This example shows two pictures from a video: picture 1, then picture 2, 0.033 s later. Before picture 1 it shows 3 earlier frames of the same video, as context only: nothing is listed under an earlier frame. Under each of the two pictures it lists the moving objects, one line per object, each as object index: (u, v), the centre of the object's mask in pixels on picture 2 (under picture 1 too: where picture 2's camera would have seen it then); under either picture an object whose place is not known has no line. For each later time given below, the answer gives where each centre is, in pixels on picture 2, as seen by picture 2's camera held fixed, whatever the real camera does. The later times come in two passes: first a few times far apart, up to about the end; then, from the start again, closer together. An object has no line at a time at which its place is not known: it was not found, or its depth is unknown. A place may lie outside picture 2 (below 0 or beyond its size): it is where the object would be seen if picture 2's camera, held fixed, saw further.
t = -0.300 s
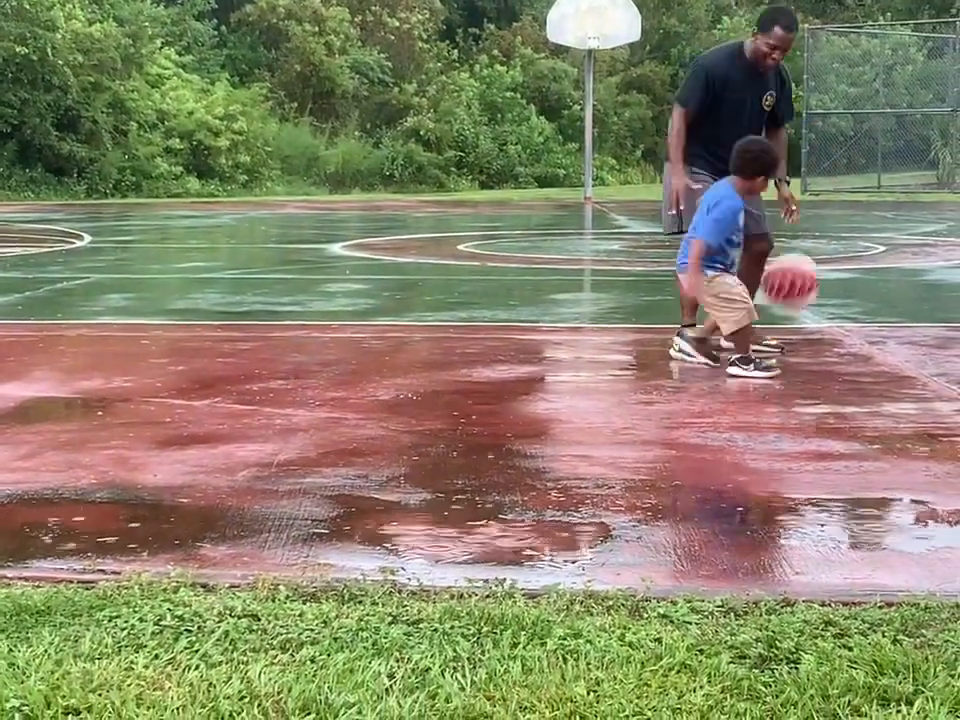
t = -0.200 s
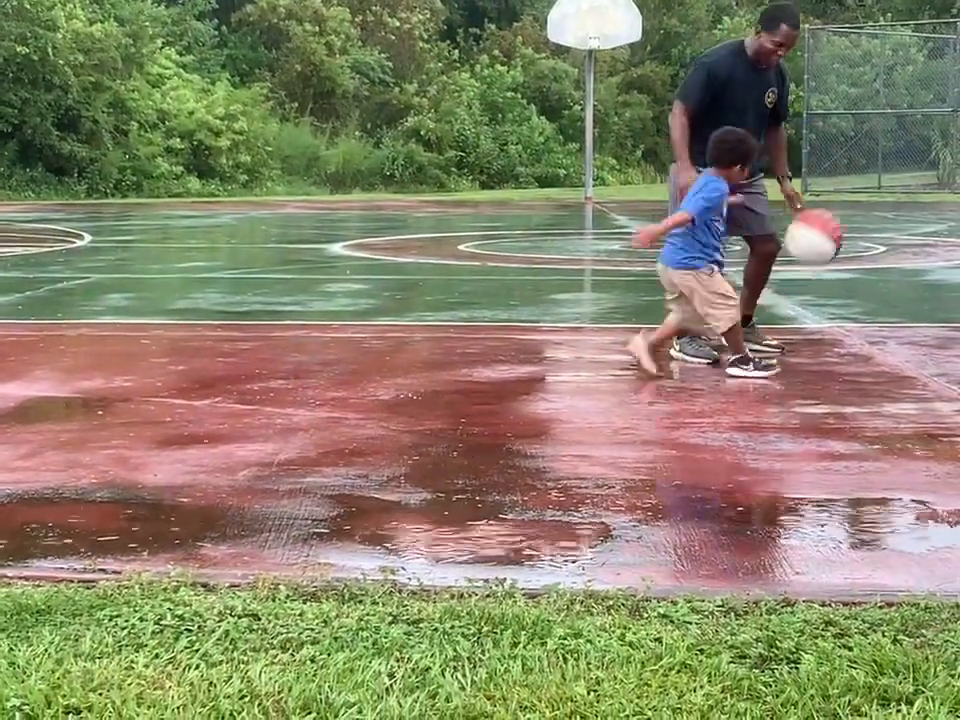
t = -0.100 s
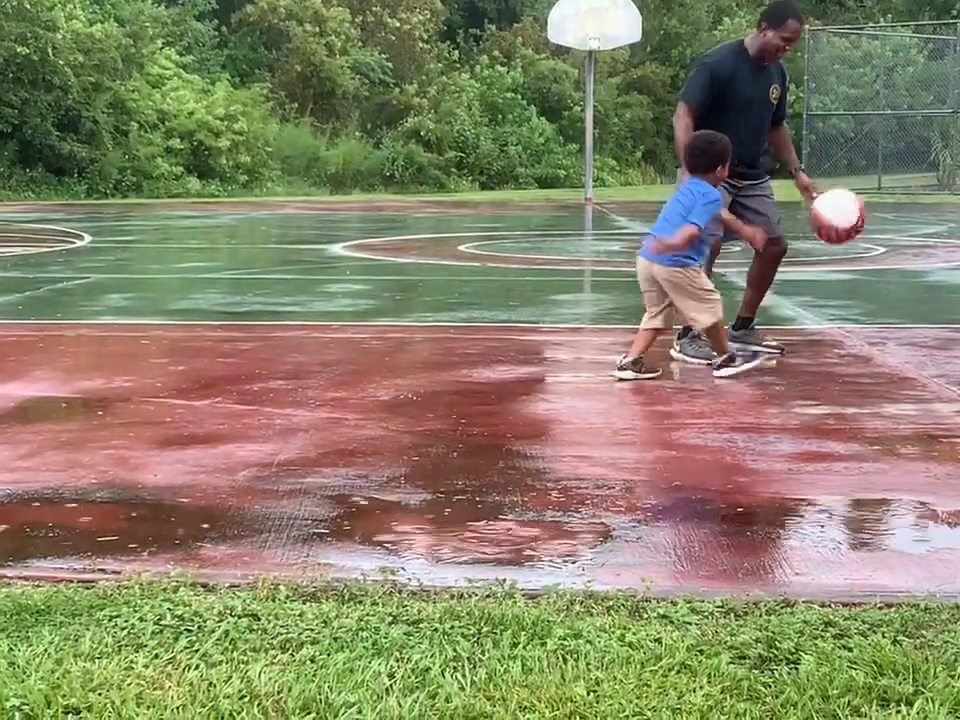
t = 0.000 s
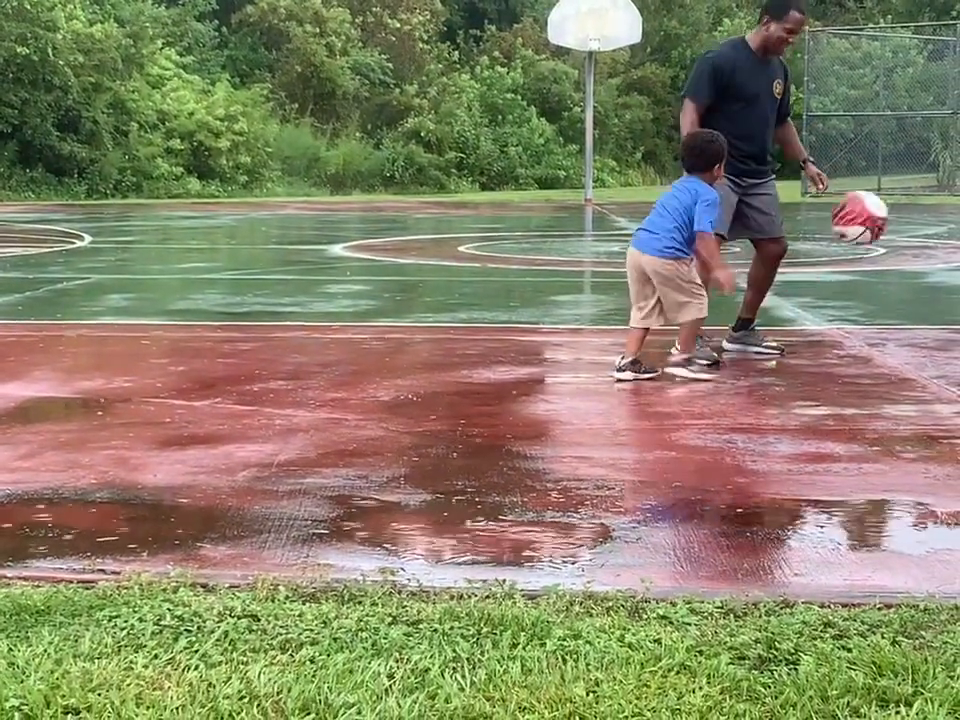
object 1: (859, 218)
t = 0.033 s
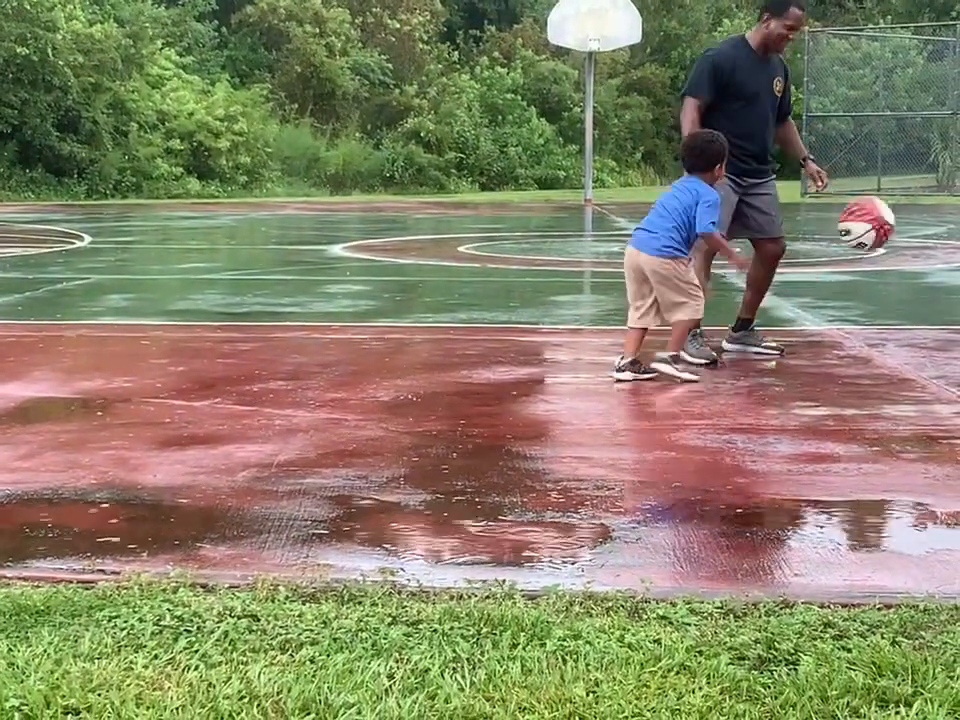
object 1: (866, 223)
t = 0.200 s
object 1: (899, 282)
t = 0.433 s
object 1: (947, 253)
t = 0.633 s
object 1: (981, 246)
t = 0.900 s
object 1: (1035, 280)
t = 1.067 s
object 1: (1068, 251)
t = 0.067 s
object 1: (873, 230)
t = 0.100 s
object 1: (879, 240)
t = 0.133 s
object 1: (886, 252)
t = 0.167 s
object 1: (891, 266)
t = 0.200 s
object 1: (899, 282)
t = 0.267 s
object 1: (912, 322)
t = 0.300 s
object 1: (918, 307)
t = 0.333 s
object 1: (925, 292)
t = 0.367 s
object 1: (932, 276)
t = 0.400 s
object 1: (940, 263)
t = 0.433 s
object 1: (947, 253)
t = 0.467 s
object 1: (954, 246)
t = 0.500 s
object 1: (960, 243)
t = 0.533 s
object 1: (965, 240)
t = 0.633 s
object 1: (981, 246)
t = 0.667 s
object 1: (987, 251)
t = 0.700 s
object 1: (994, 259)
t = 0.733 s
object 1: (999, 269)
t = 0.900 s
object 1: (1035, 280)
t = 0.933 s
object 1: (1040, 270)
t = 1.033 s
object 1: (1062, 252)
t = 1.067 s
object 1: (1068, 251)
